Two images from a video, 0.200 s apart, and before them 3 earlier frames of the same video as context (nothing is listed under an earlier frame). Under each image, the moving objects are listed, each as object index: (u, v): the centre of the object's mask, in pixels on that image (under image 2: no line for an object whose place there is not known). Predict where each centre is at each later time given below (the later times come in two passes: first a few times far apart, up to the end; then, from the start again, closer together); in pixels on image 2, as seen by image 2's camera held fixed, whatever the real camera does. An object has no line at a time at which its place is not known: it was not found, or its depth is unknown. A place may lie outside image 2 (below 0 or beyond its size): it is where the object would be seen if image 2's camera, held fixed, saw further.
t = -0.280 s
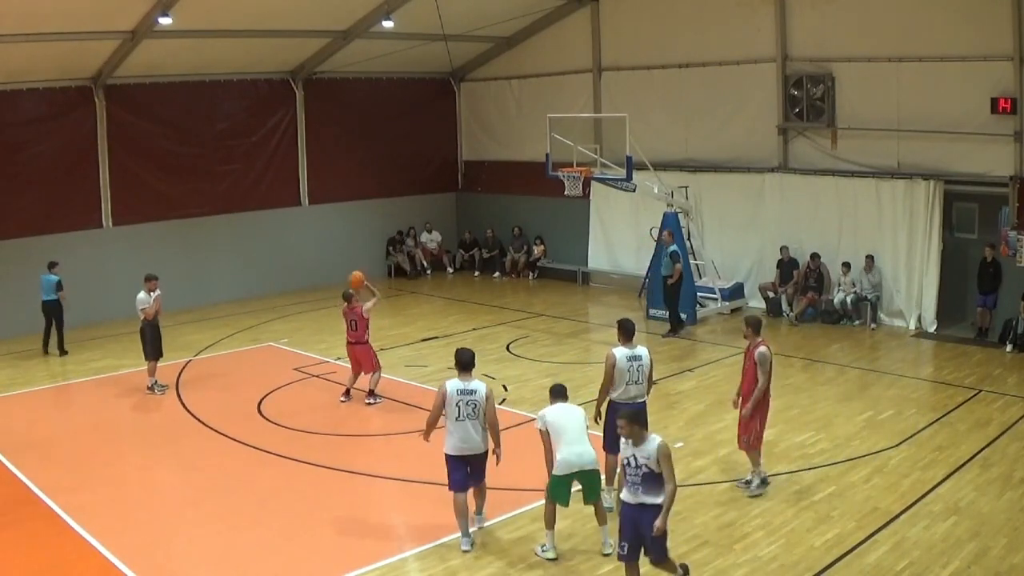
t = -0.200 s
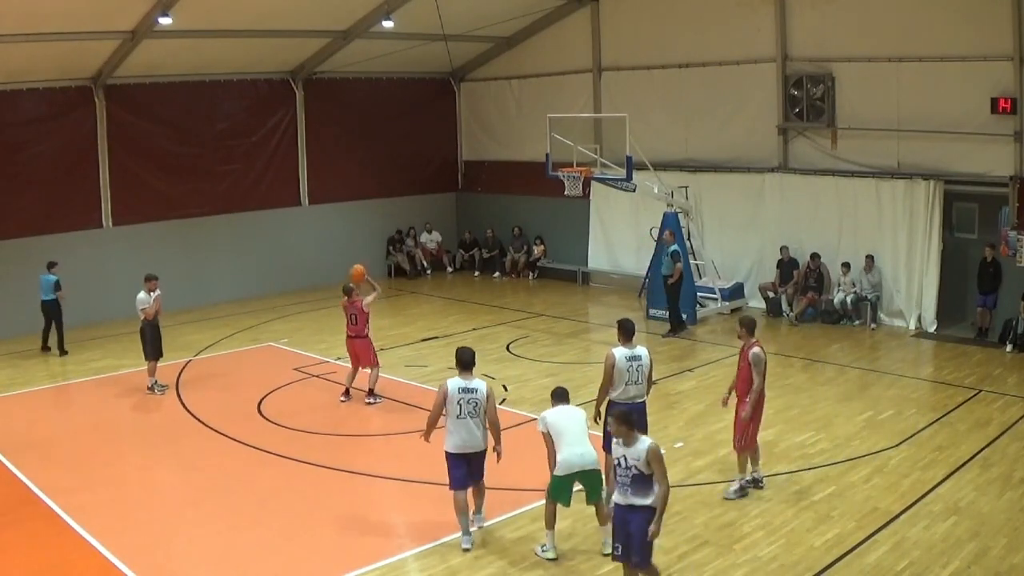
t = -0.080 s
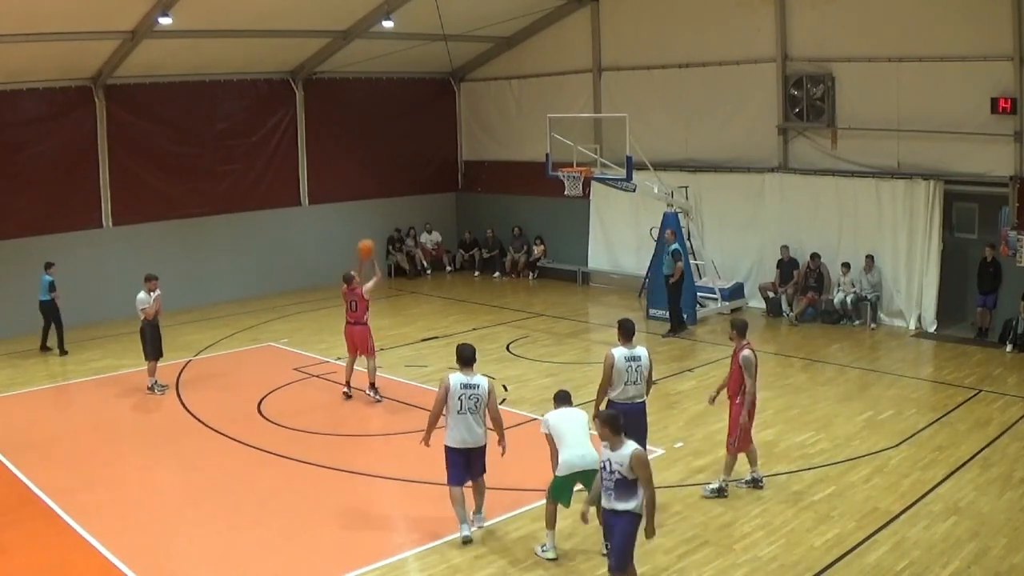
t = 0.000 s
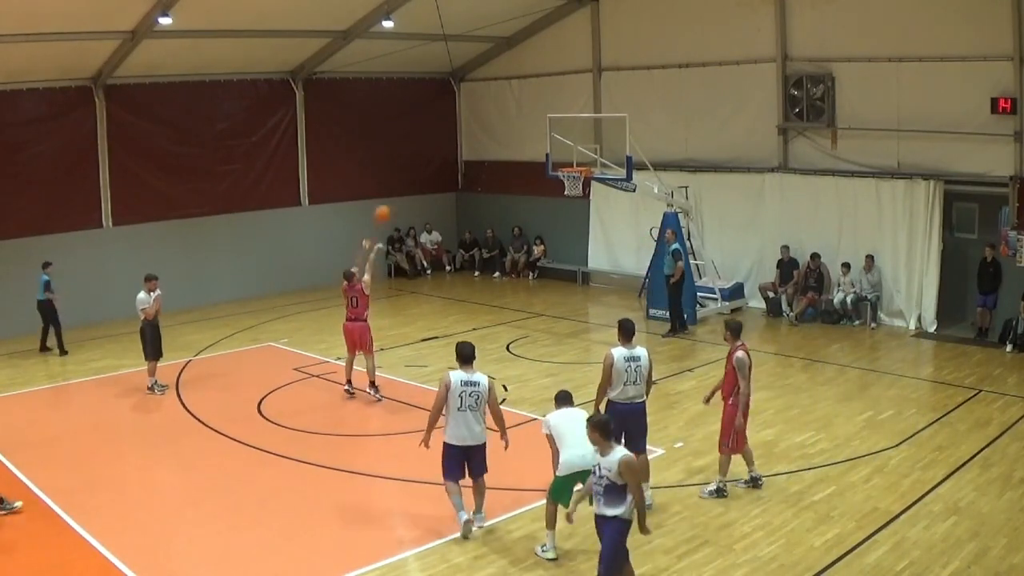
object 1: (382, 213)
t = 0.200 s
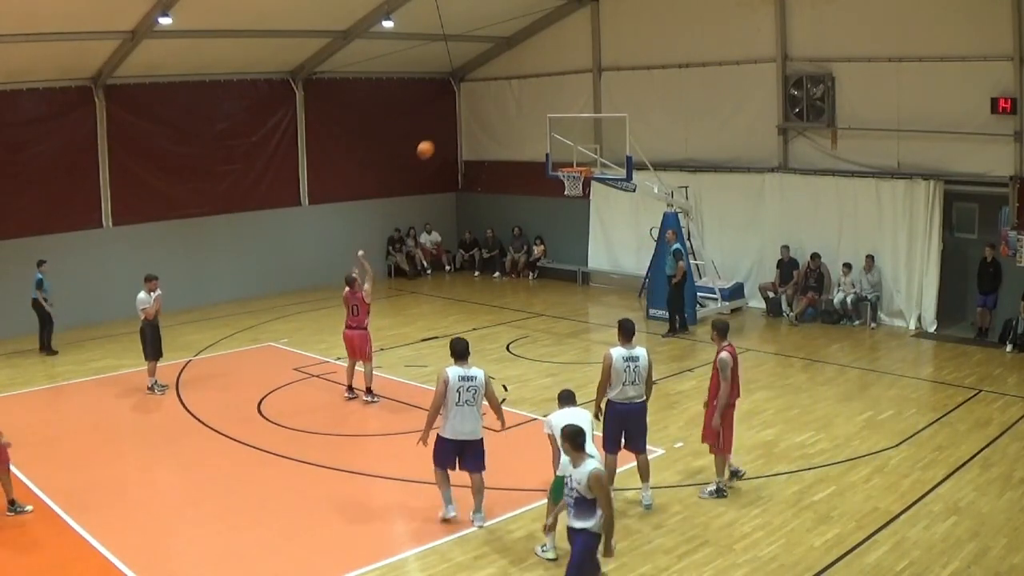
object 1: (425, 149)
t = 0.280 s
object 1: (442, 132)
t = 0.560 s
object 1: (498, 106)
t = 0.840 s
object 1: (548, 129)
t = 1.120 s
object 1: (557, 162)
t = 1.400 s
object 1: (498, 183)
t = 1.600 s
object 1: (454, 231)
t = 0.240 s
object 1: (434, 140)
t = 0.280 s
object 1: (442, 132)
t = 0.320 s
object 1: (451, 125)
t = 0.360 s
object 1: (458, 119)
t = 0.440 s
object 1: (475, 109)
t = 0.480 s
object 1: (482, 108)
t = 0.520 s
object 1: (491, 107)
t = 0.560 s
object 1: (498, 106)
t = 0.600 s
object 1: (506, 107)
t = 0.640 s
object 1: (514, 108)
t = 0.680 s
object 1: (521, 110)
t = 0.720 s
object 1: (528, 113)
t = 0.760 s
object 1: (535, 118)
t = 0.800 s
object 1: (542, 123)
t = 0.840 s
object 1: (548, 129)
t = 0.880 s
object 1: (555, 136)
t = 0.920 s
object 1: (562, 144)
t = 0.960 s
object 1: (569, 152)
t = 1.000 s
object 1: (575, 160)
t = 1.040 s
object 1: (573, 162)
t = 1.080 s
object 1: (565, 162)
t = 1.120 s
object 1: (557, 162)
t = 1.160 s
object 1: (549, 161)
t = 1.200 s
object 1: (540, 163)
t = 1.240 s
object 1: (532, 165)
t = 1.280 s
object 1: (524, 168)
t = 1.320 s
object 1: (515, 172)
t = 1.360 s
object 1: (506, 177)
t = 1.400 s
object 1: (498, 183)
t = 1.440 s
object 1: (489, 191)
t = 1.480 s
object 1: (480, 199)
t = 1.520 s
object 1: (471, 209)
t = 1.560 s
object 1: (463, 220)
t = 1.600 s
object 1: (454, 231)
